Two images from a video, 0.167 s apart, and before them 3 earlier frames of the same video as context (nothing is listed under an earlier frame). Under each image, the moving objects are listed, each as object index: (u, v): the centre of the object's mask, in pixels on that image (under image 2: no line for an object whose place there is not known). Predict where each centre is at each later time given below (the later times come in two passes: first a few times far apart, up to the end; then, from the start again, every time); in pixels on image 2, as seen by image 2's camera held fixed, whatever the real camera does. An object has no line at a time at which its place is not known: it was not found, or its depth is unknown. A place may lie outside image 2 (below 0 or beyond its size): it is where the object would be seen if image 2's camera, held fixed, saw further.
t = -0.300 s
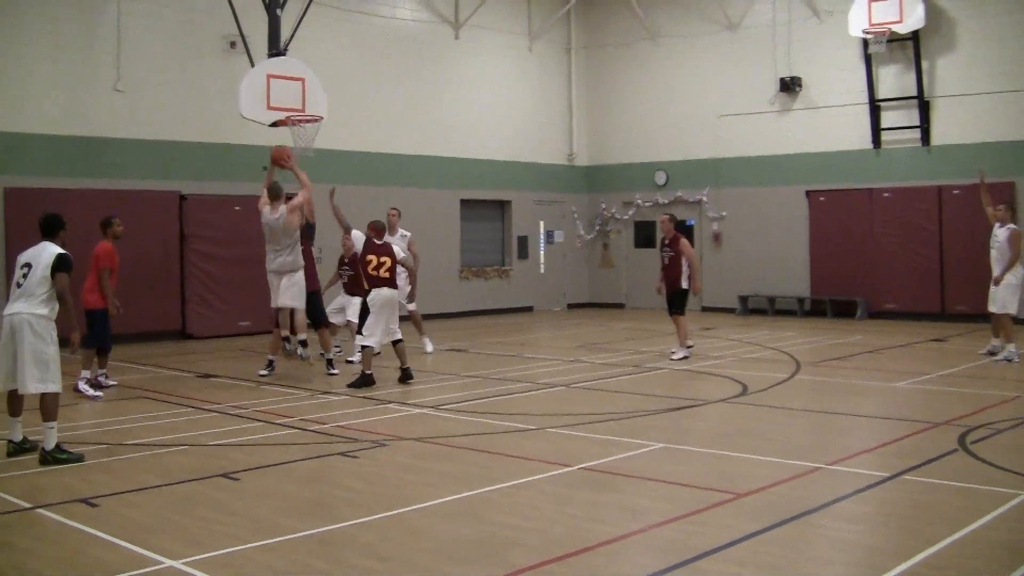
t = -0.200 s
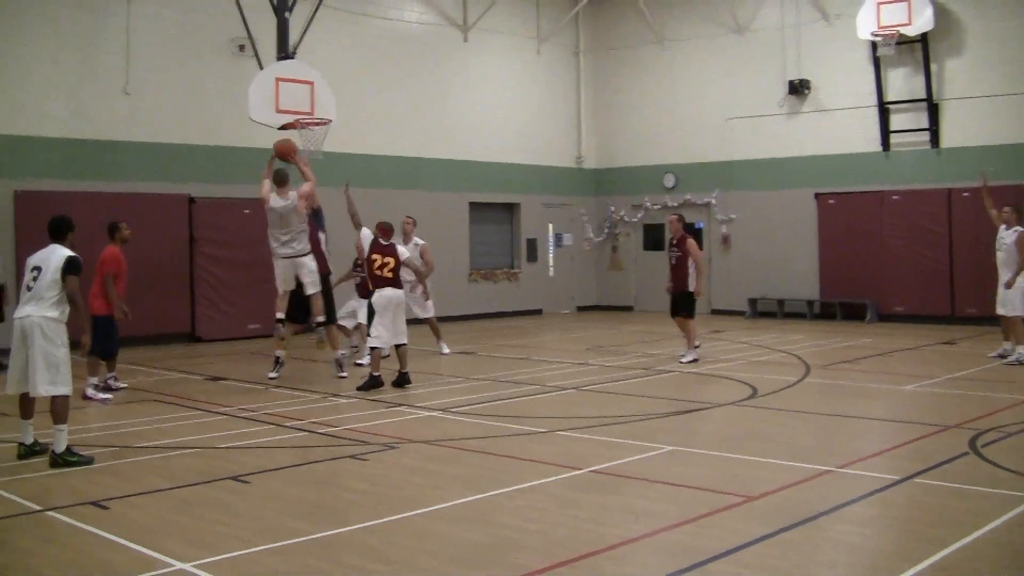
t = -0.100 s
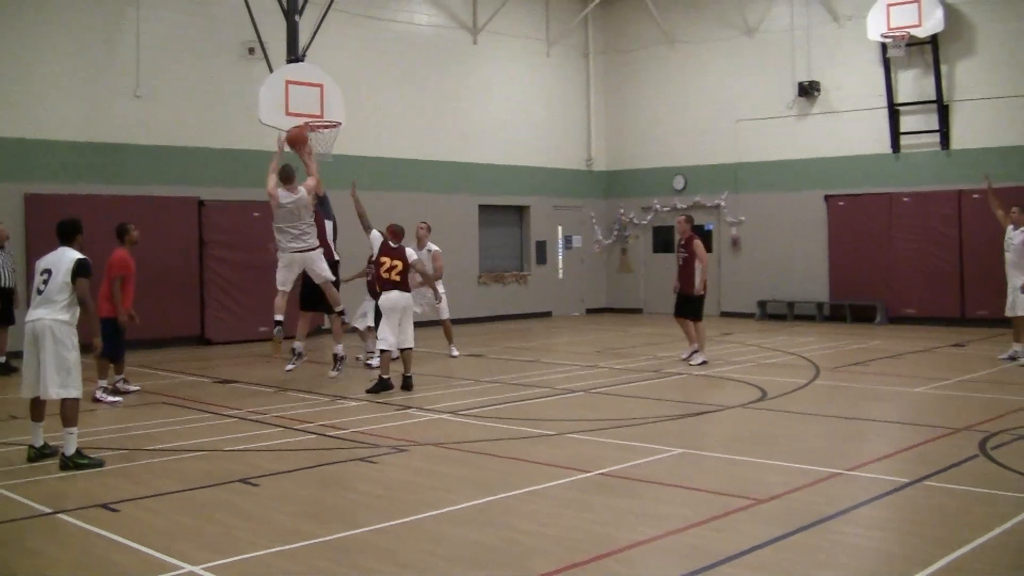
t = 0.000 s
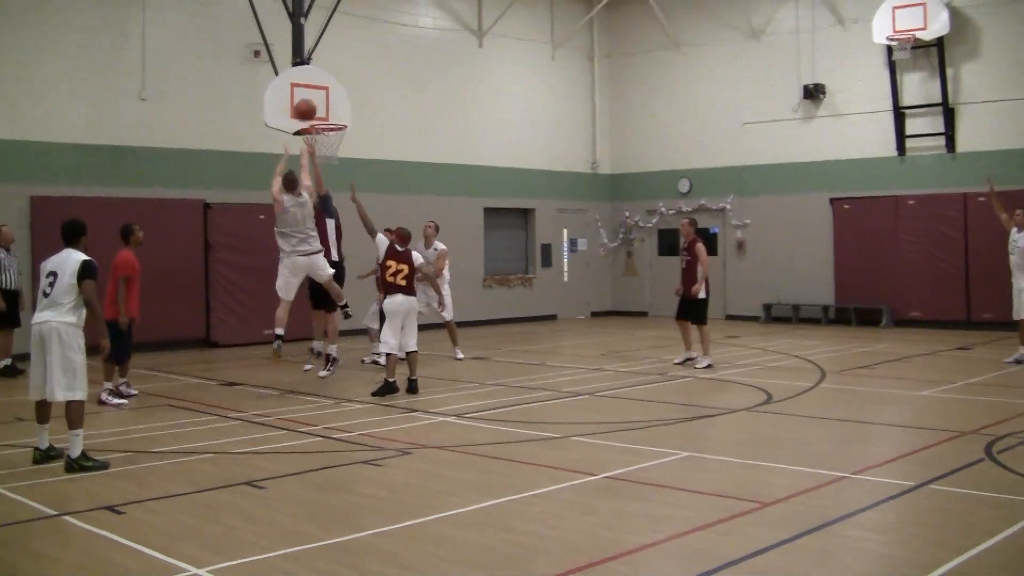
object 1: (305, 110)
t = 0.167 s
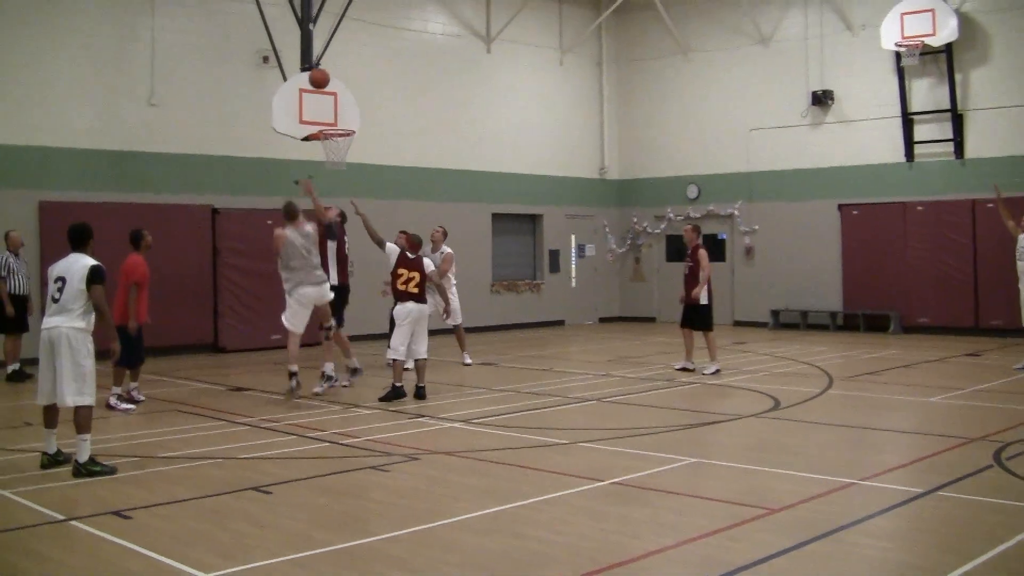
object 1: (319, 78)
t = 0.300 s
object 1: (325, 68)
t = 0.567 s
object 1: (332, 92)
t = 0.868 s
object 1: (338, 153)
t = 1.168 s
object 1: (344, 190)
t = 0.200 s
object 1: (320, 74)
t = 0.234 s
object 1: (322, 72)
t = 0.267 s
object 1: (323, 70)
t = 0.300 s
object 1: (325, 68)
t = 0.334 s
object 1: (325, 68)
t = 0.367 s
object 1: (326, 69)
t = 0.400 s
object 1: (327, 71)
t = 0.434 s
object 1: (328, 73)
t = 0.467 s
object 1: (329, 77)
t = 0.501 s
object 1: (330, 81)
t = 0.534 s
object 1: (331, 87)
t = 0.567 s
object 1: (332, 92)
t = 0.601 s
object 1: (332, 98)
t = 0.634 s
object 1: (333, 106)
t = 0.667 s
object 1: (334, 114)
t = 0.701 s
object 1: (335, 122)
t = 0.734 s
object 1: (336, 132)
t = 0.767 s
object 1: (337, 143)
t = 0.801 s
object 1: (337, 149)
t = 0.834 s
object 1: (338, 152)
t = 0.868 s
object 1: (338, 153)
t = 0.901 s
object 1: (339, 154)
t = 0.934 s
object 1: (339, 156)
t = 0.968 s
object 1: (340, 158)
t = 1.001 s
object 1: (340, 161)
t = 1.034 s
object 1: (341, 166)
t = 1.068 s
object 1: (341, 170)
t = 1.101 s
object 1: (342, 176)
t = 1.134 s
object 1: (343, 183)
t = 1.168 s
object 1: (344, 190)
